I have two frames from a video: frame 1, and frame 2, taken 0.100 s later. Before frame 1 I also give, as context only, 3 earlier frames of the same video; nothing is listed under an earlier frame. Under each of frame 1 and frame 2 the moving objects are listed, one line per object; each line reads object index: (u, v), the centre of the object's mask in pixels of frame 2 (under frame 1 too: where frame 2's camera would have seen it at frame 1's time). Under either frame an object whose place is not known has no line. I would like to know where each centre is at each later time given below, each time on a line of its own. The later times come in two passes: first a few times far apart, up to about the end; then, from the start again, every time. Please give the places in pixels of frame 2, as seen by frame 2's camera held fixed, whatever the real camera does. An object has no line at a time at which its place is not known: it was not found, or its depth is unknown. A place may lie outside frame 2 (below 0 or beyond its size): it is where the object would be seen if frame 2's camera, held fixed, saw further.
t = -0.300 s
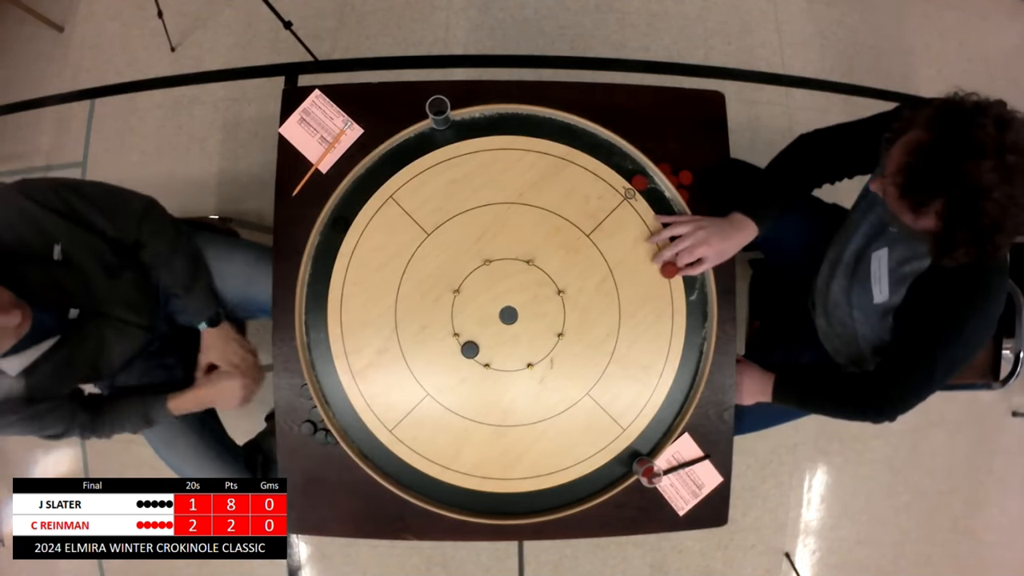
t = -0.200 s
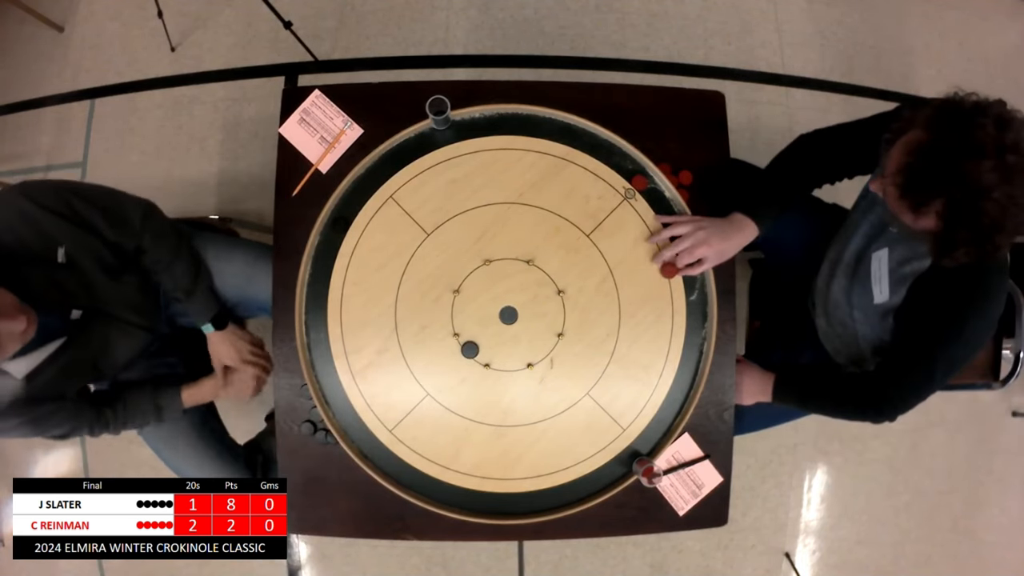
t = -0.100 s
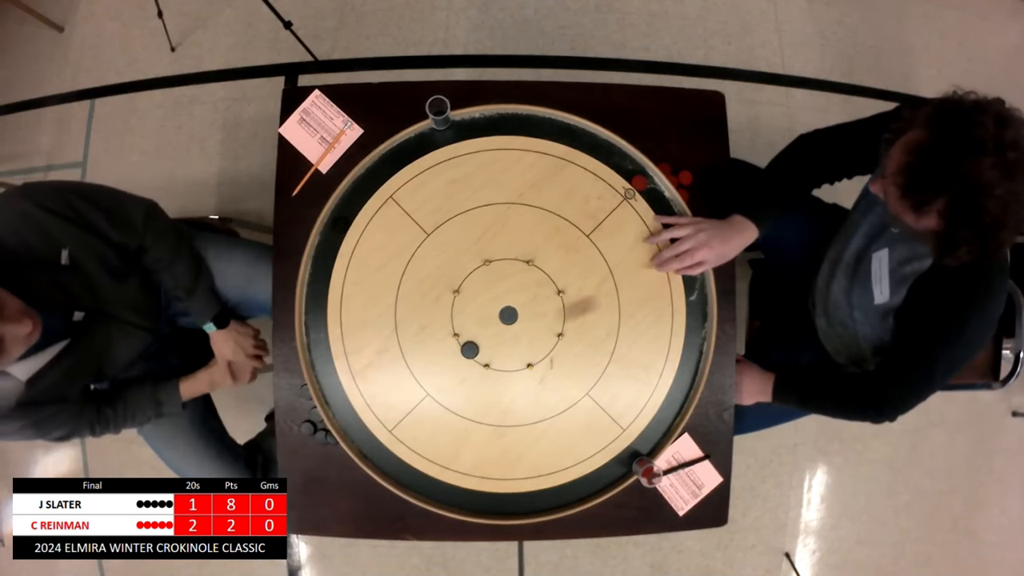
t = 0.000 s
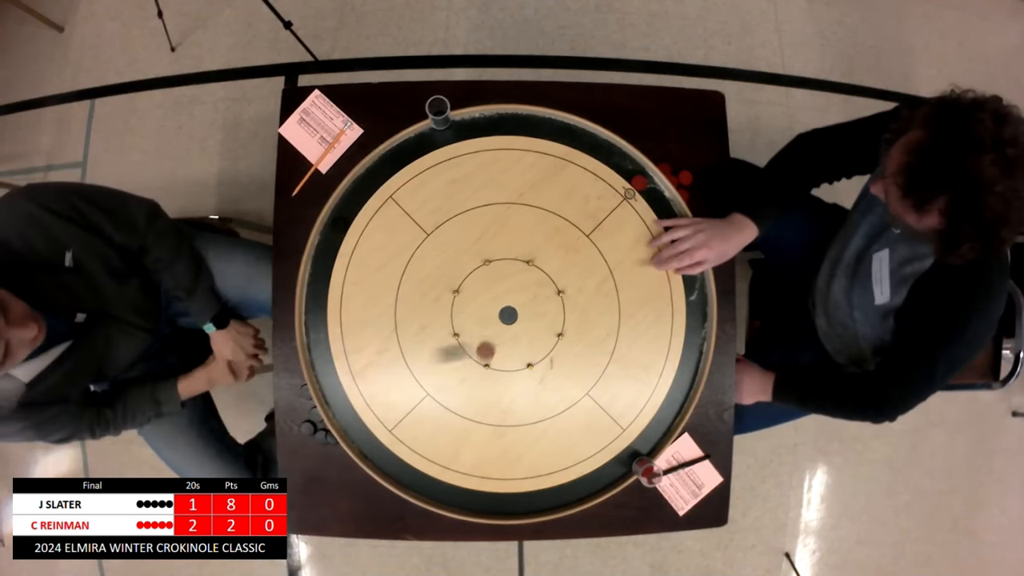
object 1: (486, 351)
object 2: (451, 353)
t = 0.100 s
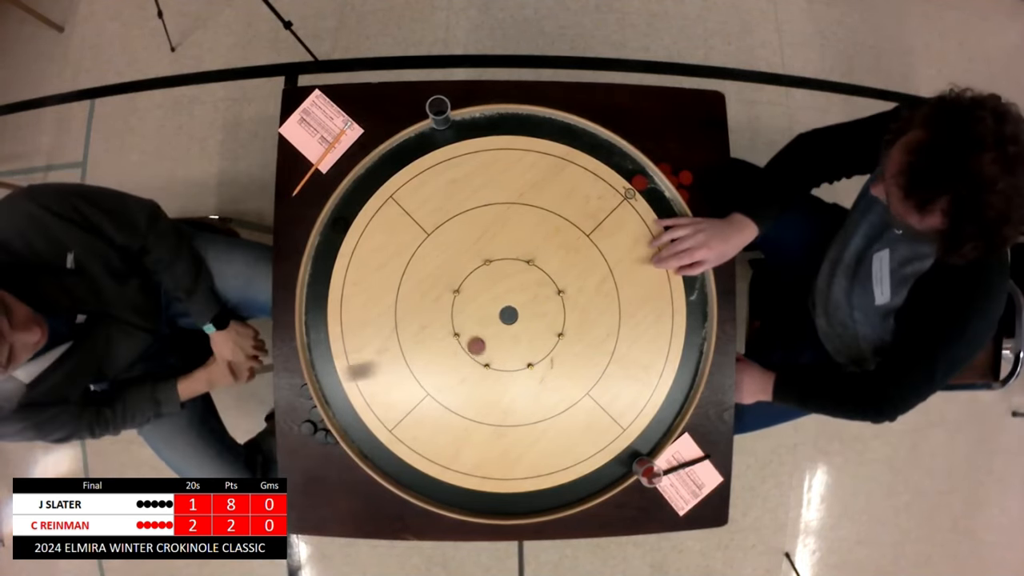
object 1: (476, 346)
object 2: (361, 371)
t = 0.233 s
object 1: (470, 337)
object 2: (322, 376)
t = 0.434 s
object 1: (469, 335)
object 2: (322, 376)
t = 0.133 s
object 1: (474, 343)
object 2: (332, 376)
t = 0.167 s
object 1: (472, 340)
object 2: (326, 376)
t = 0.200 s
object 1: (471, 338)
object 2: (327, 375)
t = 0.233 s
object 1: (470, 337)
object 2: (322, 376)
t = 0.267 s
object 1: (469, 336)
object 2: (325, 375)
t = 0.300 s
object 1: (469, 336)
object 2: (329, 374)
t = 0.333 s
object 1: (469, 336)
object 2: (327, 374)
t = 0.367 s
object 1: (469, 335)
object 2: (325, 375)
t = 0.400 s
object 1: (469, 335)
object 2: (323, 376)
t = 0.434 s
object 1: (469, 335)
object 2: (322, 376)
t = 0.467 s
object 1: (469, 335)
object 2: (324, 375)
